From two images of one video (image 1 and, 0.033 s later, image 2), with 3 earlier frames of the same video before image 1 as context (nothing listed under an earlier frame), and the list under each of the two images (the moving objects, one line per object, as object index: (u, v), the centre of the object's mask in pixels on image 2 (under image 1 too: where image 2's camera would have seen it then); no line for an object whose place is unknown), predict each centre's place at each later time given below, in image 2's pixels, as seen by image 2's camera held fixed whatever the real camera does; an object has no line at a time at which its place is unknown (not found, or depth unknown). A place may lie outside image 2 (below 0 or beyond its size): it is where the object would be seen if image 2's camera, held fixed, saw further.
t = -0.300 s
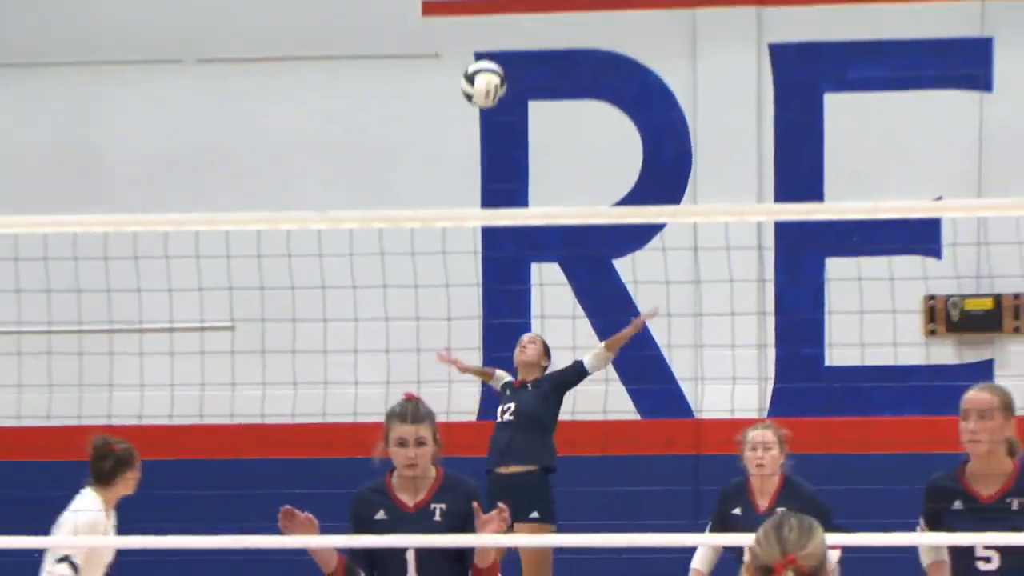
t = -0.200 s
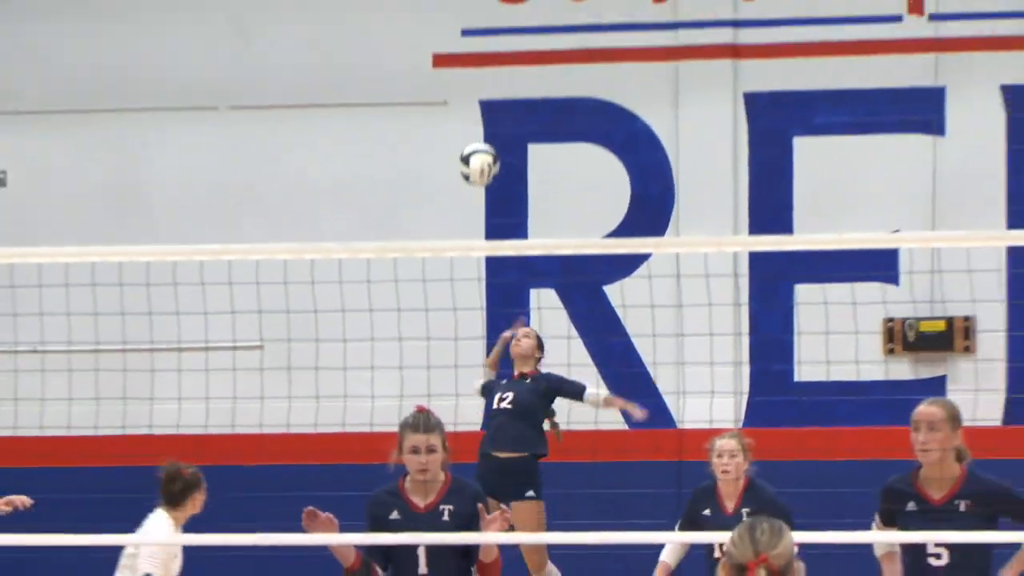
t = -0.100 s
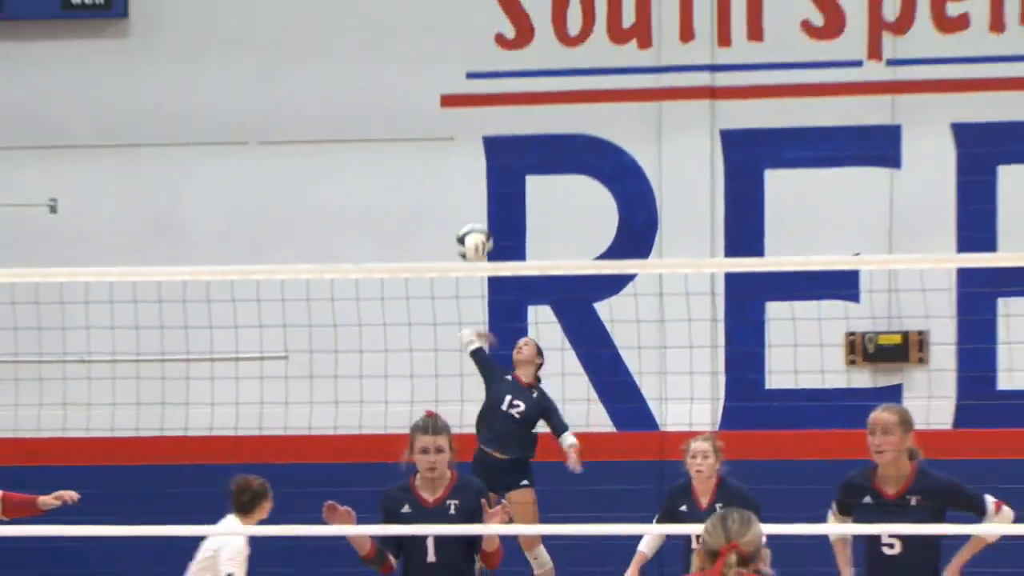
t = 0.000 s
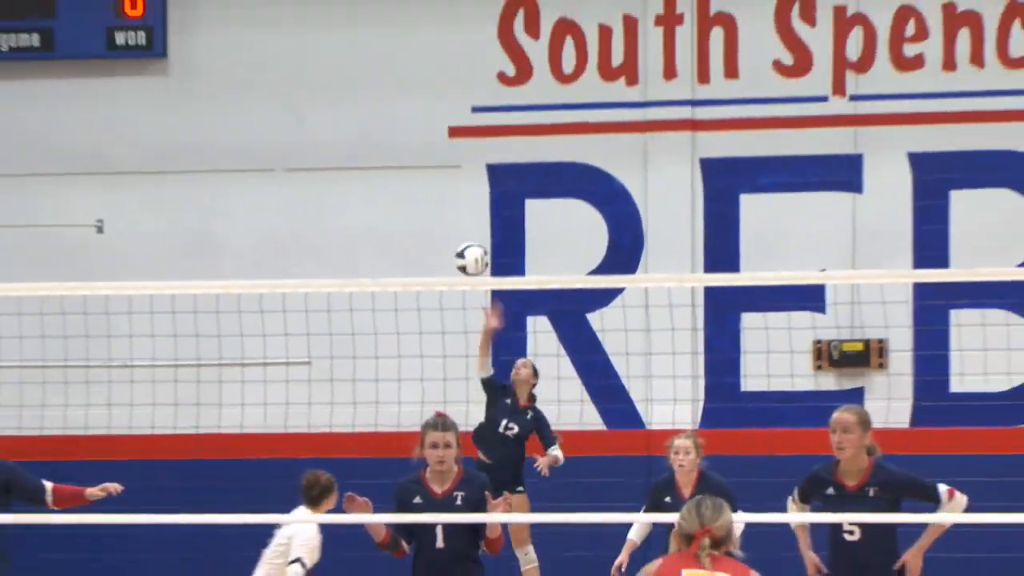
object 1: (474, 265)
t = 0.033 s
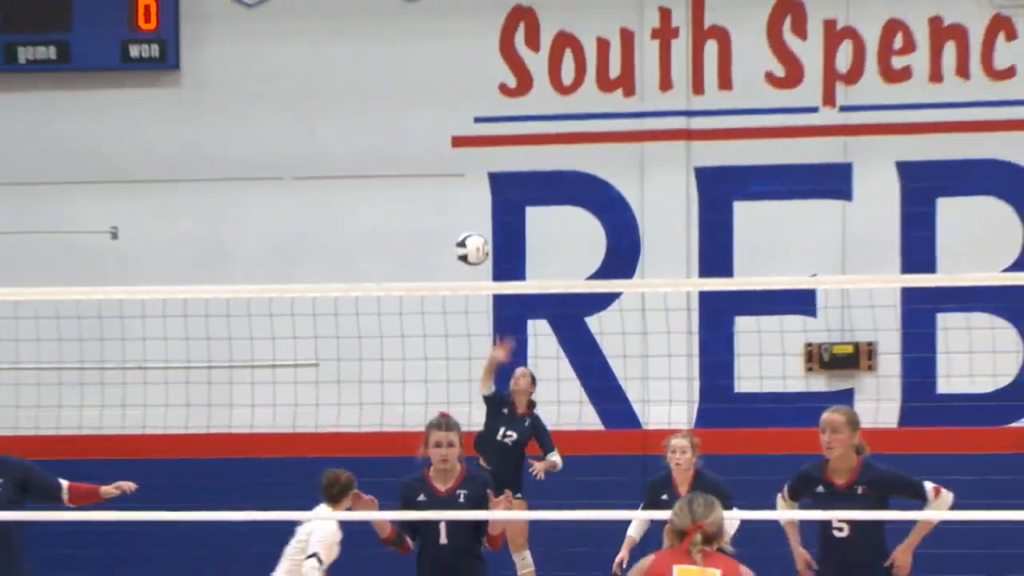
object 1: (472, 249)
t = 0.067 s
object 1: (470, 234)
